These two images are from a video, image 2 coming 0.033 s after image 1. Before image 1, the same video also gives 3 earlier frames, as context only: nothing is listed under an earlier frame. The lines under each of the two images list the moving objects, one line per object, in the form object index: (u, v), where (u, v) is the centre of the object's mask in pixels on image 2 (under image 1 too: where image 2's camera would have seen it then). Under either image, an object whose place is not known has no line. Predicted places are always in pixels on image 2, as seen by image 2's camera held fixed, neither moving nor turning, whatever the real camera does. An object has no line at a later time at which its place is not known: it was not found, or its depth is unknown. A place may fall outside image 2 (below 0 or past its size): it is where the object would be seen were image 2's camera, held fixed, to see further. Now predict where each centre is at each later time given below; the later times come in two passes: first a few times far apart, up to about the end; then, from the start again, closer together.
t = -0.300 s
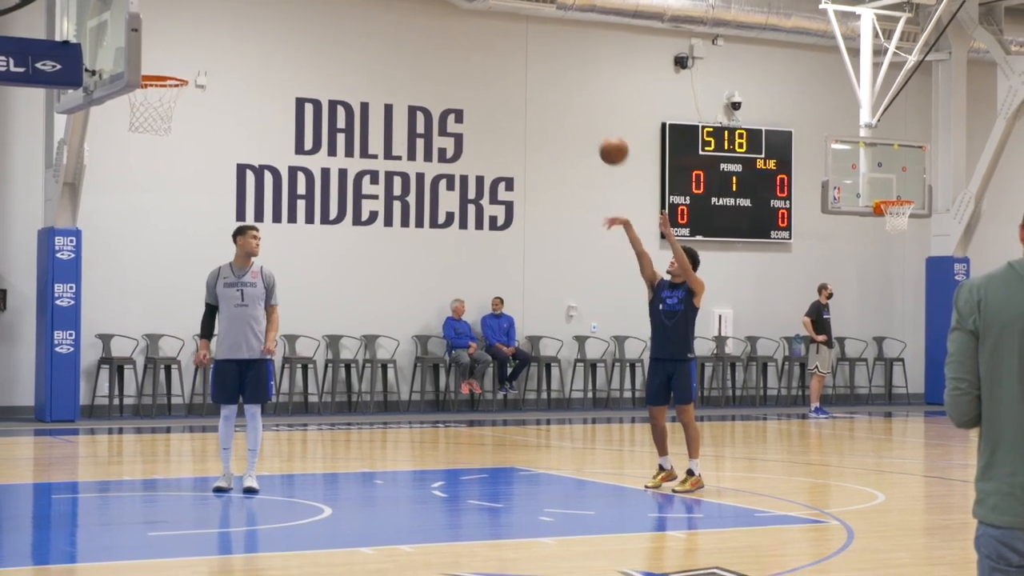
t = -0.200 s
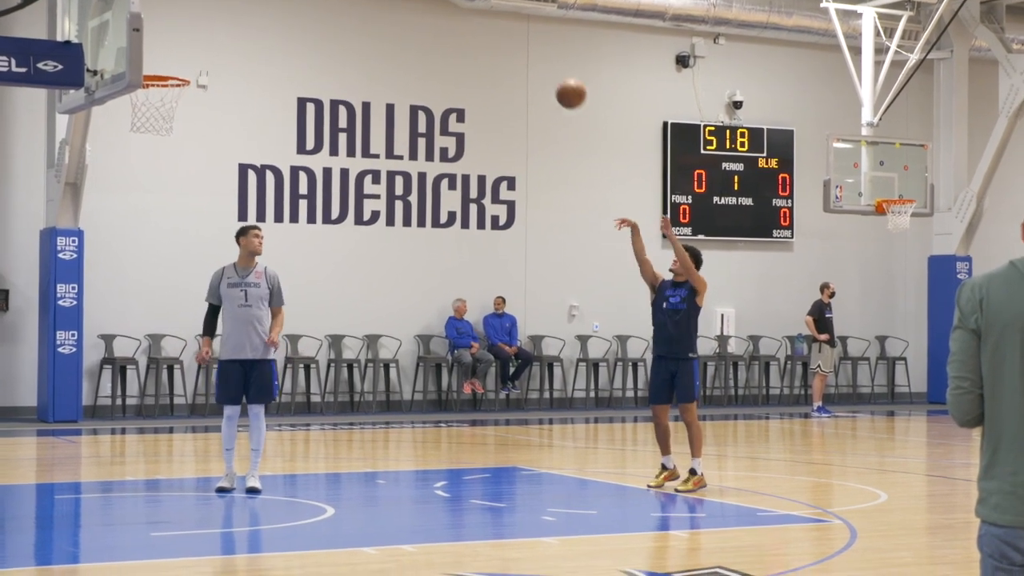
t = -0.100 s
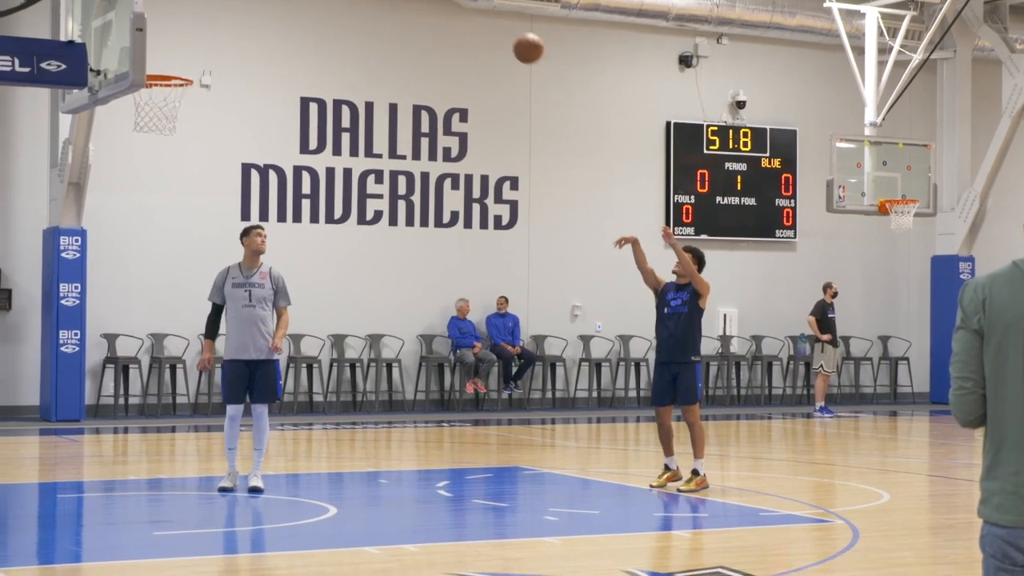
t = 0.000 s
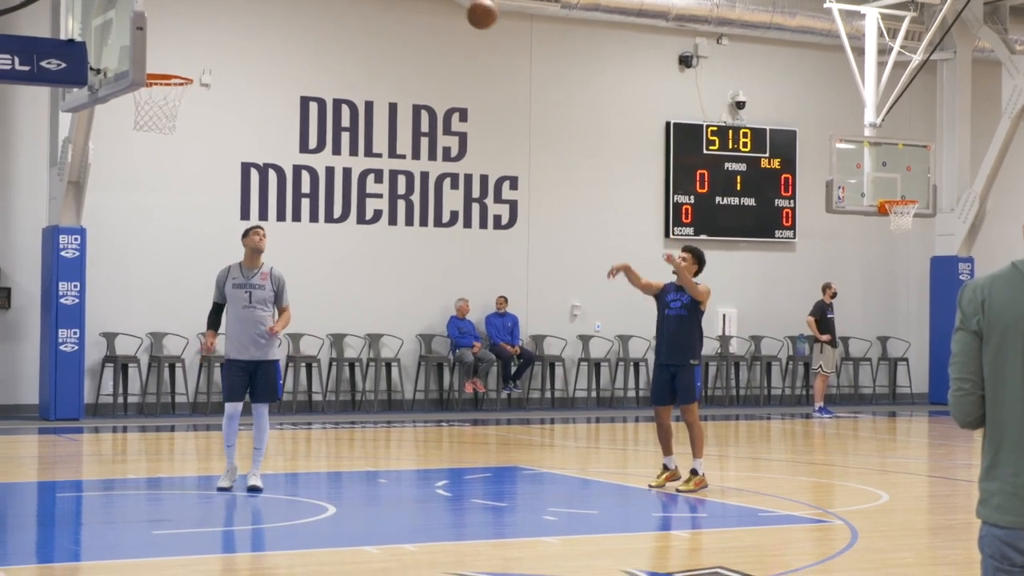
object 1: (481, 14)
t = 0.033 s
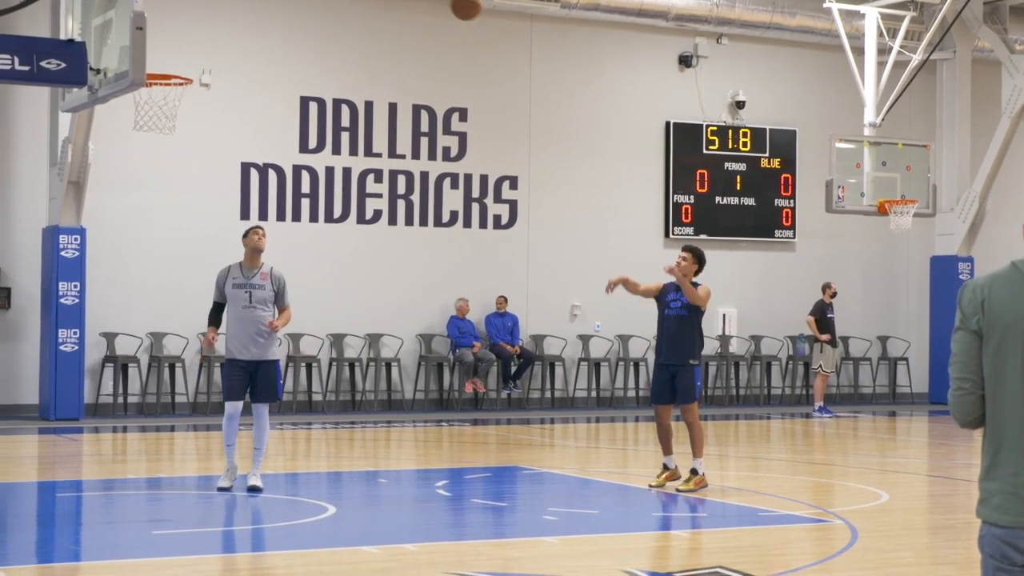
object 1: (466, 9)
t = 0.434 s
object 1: (267, 12)
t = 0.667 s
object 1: (149, 93)
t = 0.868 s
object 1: (147, 164)
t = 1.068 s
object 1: (153, 287)
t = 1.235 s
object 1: (157, 428)
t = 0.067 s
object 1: (450, 6)
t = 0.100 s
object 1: (434, 3)
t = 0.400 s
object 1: (285, 8)
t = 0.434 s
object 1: (267, 12)
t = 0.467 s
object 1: (249, 17)
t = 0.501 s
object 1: (231, 27)
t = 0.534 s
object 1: (214, 39)
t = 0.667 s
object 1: (149, 93)
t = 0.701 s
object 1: (141, 103)
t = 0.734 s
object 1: (141, 110)
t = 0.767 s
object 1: (143, 122)
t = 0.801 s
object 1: (145, 135)
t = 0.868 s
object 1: (147, 164)
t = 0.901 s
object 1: (148, 181)
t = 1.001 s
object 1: (151, 240)
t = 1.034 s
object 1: (151, 263)
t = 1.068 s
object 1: (153, 287)
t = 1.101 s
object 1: (154, 312)
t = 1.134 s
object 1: (155, 339)
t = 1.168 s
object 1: (157, 367)
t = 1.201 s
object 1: (157, 397)
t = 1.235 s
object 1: (157, 428)
